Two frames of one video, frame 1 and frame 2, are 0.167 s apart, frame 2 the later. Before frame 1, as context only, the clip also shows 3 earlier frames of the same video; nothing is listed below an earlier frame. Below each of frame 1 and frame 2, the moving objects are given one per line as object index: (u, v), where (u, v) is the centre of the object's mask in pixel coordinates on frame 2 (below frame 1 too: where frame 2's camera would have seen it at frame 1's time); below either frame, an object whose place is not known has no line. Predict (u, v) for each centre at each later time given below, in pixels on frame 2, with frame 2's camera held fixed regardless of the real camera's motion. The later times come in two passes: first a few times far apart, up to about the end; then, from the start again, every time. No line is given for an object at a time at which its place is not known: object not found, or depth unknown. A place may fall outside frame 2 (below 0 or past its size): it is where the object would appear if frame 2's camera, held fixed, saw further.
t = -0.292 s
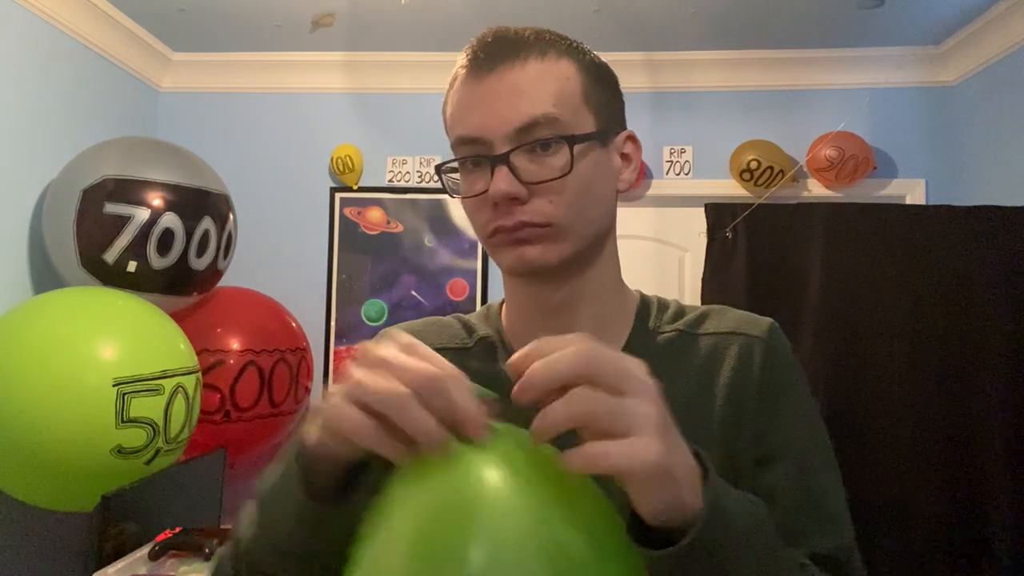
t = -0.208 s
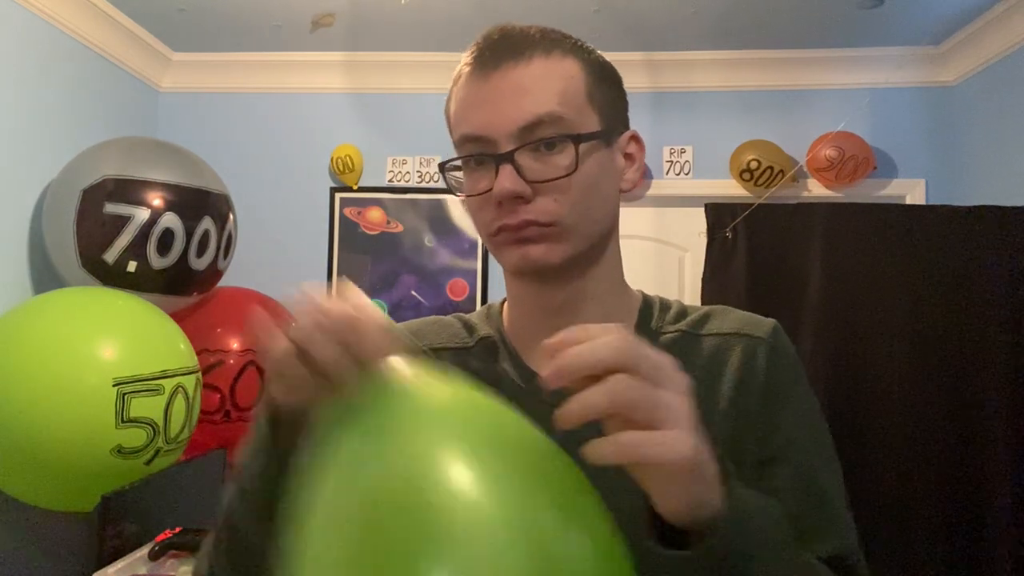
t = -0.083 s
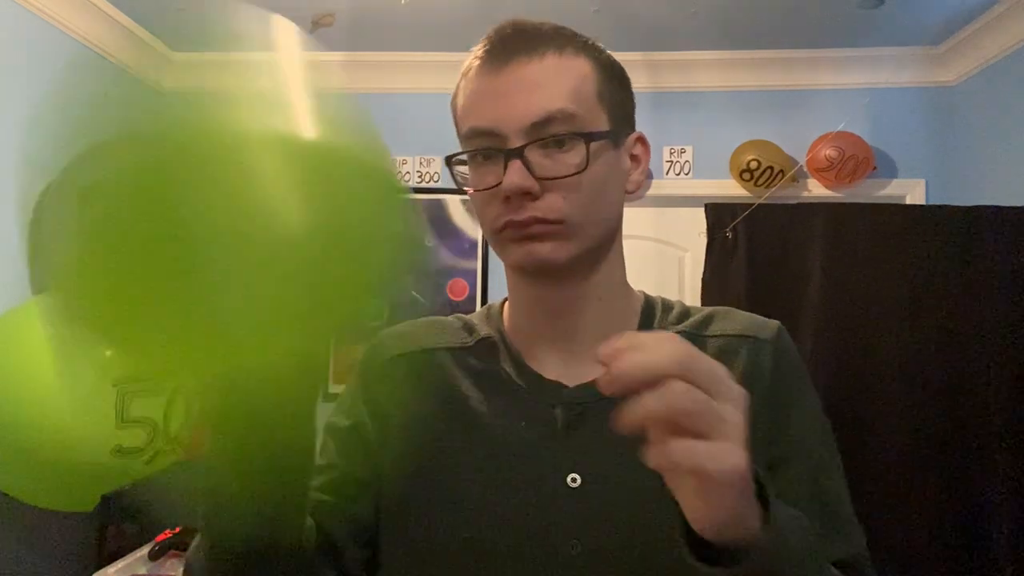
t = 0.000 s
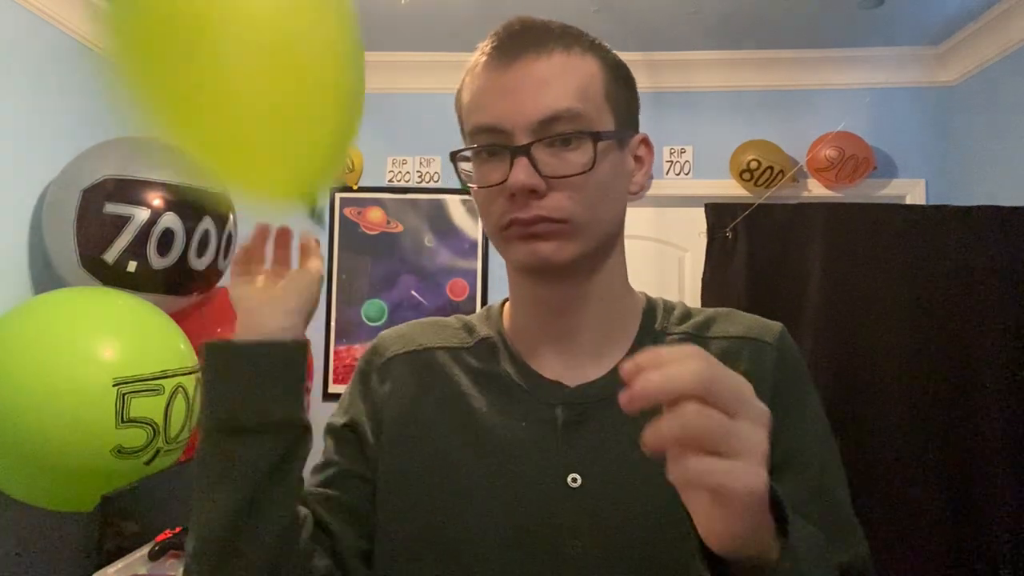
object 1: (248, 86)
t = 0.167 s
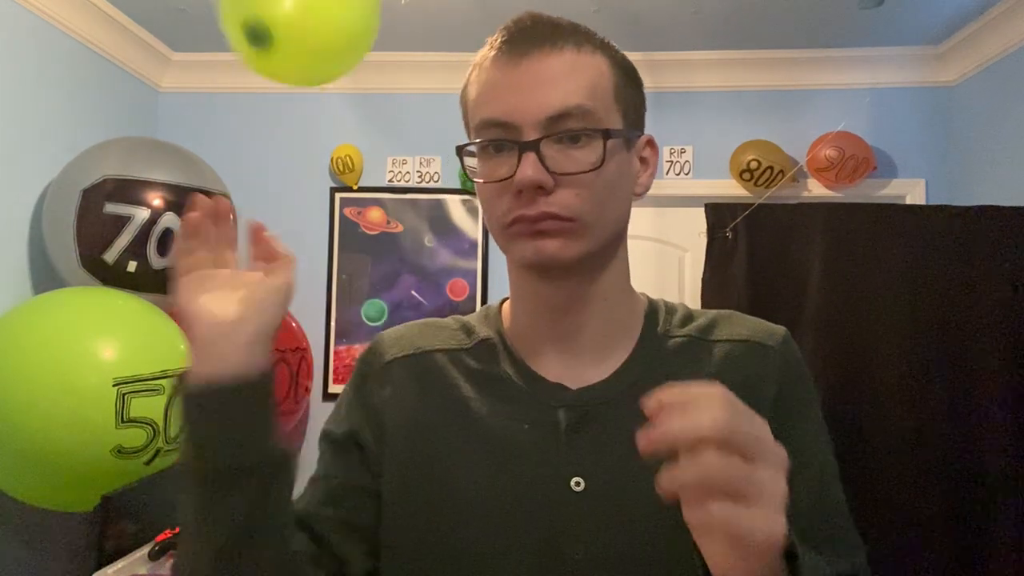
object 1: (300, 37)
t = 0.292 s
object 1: (332, 51)
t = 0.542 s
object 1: (372, 153)
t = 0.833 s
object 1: (365, 285)
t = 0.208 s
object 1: (312, 38)
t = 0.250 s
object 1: (322, 43)
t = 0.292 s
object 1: (332, 51)
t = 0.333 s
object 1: (340, 60)
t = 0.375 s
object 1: (349, 77)
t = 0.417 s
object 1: (356, 95)
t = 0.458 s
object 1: (362, 115)
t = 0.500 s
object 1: (368, 134)
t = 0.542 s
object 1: (372, 153)
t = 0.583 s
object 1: (374, 173)
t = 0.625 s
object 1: (375, 193)
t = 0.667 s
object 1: (374, 213)
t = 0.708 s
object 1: (373, 233)
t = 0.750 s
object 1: (372, 251)
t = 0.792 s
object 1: (369, 273)
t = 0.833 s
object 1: (365, 285)
